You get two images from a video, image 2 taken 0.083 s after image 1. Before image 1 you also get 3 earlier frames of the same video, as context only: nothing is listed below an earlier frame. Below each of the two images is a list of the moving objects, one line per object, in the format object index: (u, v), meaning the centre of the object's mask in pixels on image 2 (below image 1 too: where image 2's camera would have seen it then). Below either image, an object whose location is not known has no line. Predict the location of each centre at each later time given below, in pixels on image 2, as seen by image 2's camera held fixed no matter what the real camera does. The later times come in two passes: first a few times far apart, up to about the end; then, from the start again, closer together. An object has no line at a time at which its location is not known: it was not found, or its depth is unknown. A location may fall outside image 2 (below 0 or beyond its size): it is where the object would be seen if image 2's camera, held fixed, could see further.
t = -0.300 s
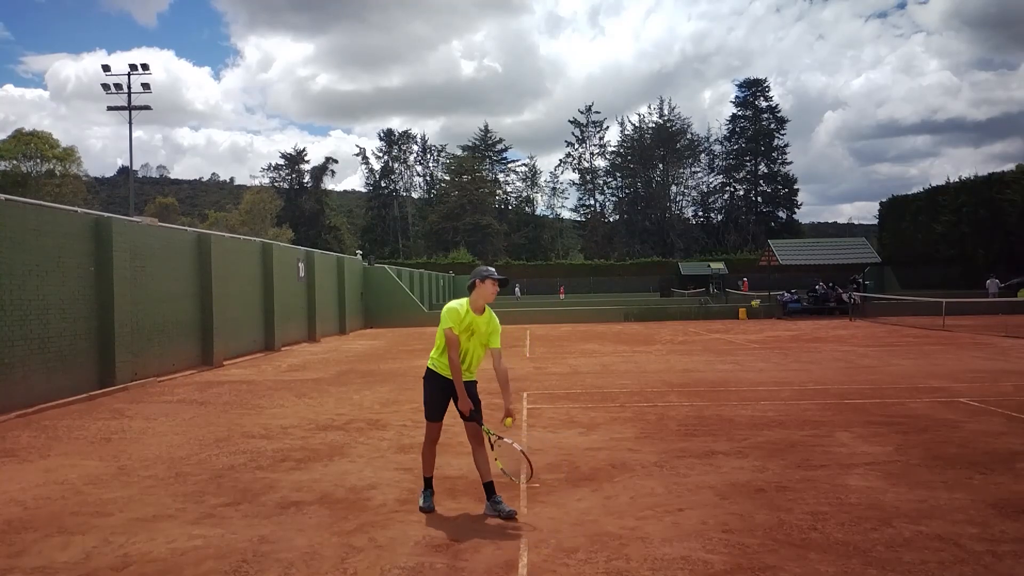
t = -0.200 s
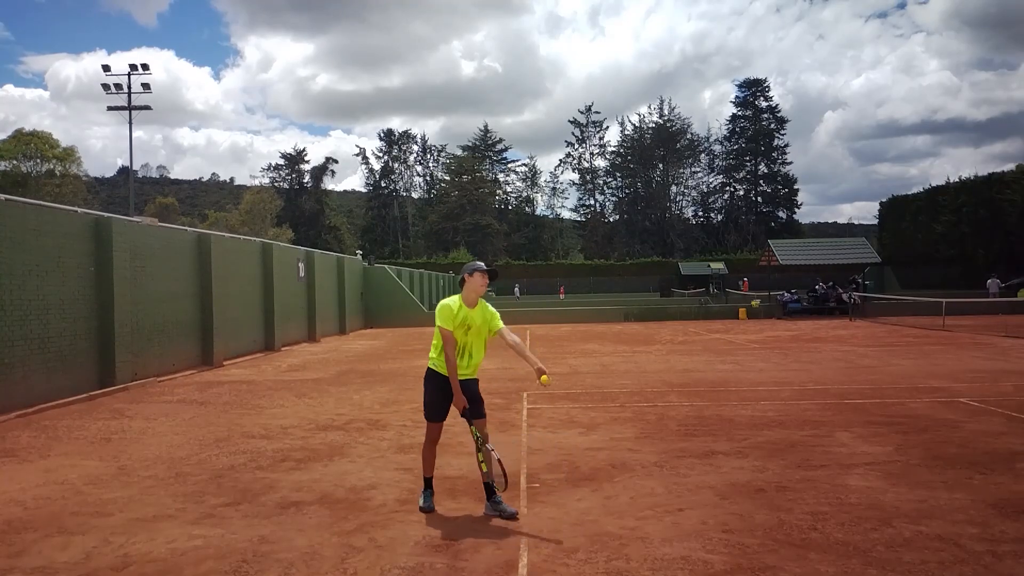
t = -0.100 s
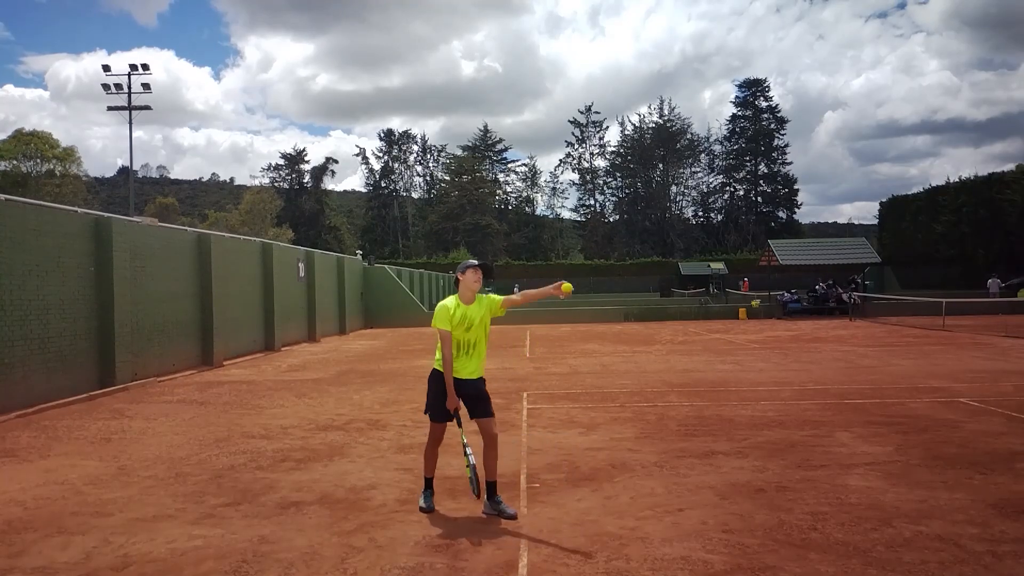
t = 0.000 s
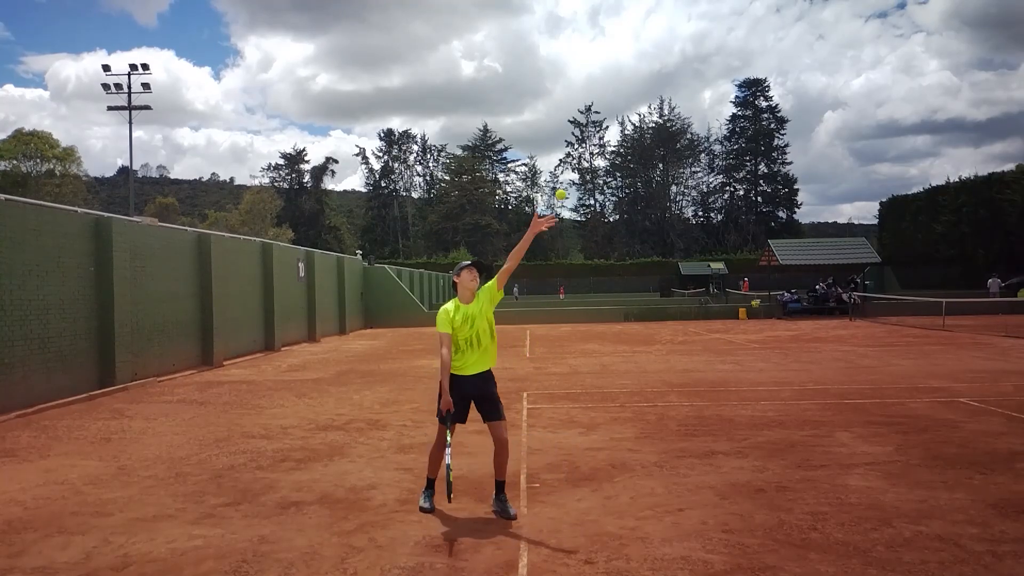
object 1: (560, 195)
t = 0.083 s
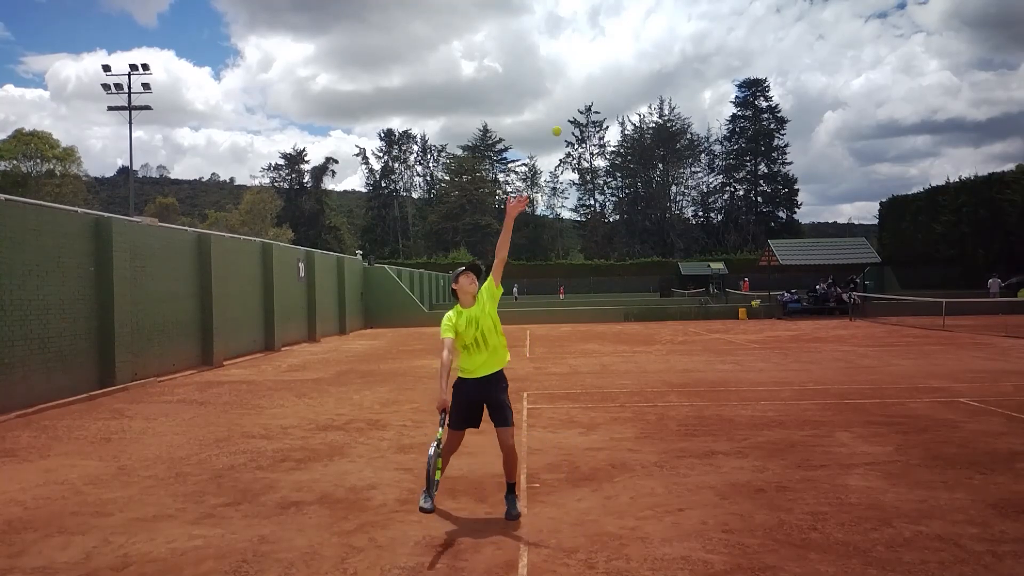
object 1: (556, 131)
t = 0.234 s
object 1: (549, 45)
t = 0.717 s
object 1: (534, 7)
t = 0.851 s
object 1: (531, 53)
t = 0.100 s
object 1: (556, 120)
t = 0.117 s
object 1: (555, 109)
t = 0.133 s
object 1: (554, 98)
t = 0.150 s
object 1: (553, 88)
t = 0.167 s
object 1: (552, 78)
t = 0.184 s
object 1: (551, 69)
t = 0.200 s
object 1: (551, 61)
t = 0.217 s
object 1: (550, 53)
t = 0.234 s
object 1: (549, 45)
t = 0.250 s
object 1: (549, 38)
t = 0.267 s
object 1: (548, 31)
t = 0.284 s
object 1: (547, 25)
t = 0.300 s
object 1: (546, 19)
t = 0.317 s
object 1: (546, 13)
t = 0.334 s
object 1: (545, 8)
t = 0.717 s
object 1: (534, 7)
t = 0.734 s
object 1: (533, 12)
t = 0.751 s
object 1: (533, 16)
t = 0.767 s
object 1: (533, 21)
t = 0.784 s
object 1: (532, 27)
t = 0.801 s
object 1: (532, 33)
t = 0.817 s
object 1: (532, 39)
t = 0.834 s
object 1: (531, 46)
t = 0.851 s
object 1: (531, 53)
